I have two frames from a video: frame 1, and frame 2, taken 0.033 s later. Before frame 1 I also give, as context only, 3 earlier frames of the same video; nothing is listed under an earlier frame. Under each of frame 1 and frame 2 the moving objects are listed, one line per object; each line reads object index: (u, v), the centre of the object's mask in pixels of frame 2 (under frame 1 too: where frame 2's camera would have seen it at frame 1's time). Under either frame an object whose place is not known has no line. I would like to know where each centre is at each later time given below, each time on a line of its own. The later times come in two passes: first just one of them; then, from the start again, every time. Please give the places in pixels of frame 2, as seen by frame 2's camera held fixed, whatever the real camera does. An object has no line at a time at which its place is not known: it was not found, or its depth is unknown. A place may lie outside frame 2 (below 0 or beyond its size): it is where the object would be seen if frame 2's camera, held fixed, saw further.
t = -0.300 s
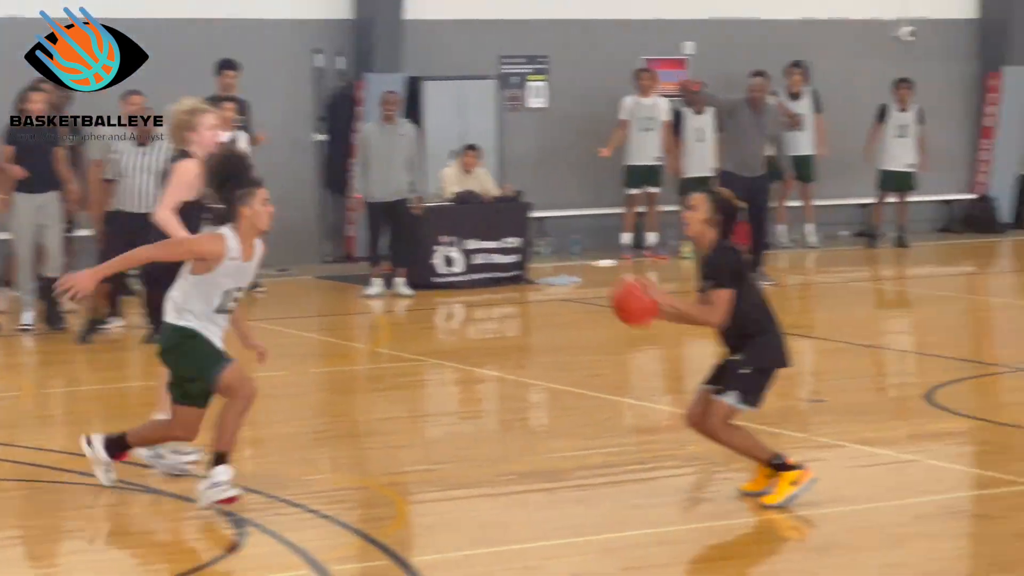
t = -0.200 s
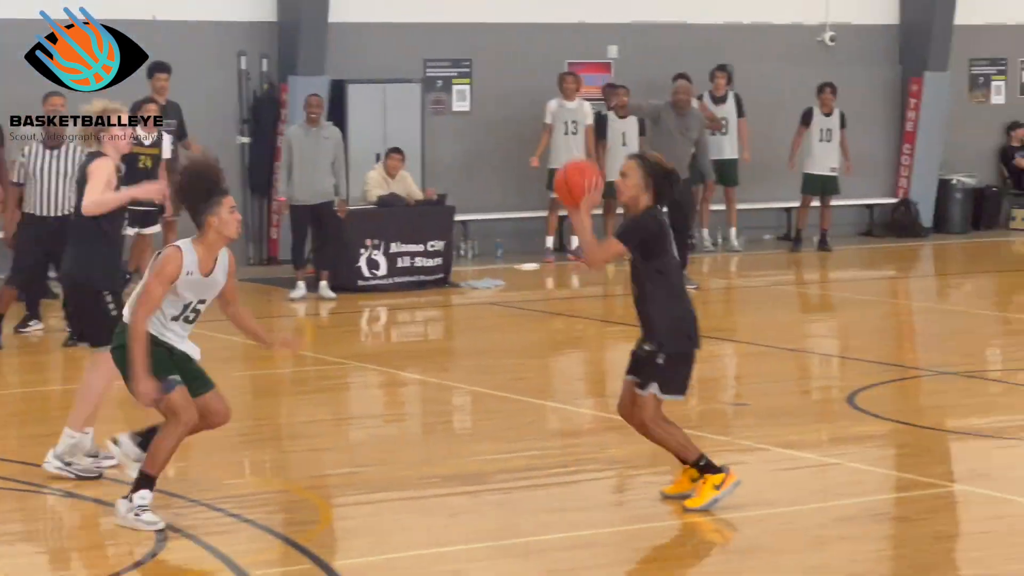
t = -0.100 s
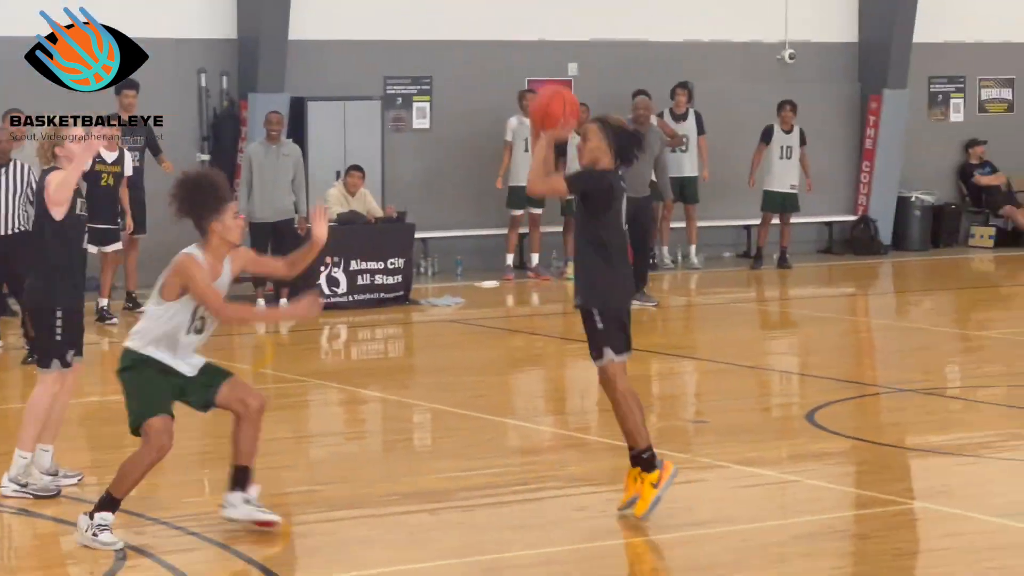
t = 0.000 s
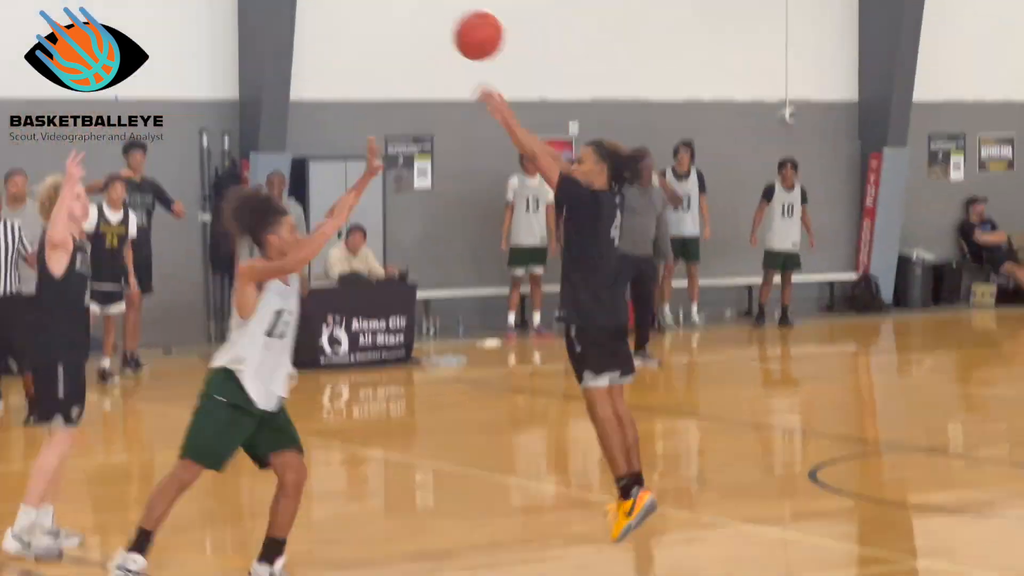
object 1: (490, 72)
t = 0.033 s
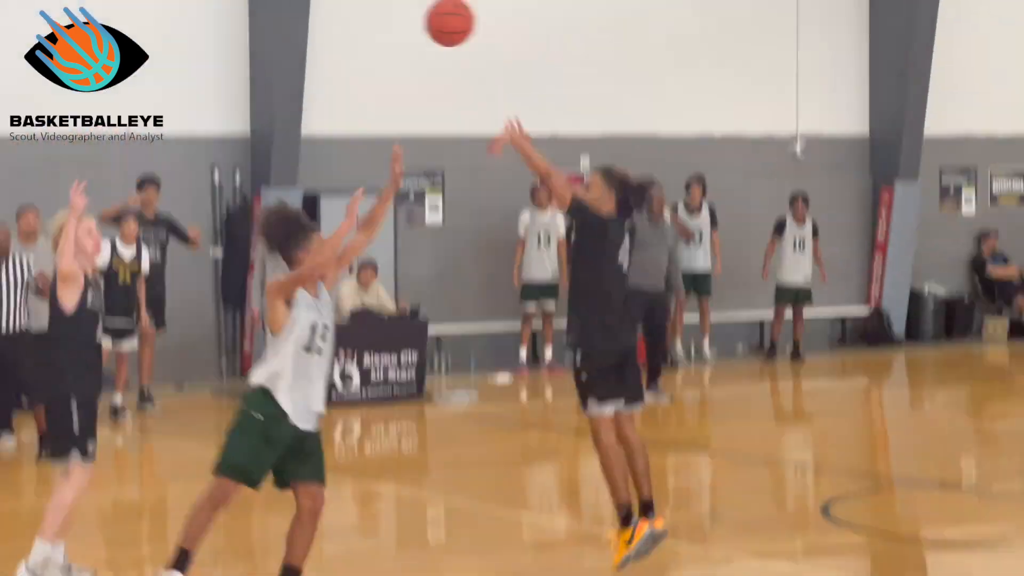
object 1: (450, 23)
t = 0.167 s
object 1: (280, -185)
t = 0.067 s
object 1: (410, -28)
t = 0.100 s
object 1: (368, -81)
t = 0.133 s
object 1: (325, -134)
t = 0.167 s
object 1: (280, -185)
